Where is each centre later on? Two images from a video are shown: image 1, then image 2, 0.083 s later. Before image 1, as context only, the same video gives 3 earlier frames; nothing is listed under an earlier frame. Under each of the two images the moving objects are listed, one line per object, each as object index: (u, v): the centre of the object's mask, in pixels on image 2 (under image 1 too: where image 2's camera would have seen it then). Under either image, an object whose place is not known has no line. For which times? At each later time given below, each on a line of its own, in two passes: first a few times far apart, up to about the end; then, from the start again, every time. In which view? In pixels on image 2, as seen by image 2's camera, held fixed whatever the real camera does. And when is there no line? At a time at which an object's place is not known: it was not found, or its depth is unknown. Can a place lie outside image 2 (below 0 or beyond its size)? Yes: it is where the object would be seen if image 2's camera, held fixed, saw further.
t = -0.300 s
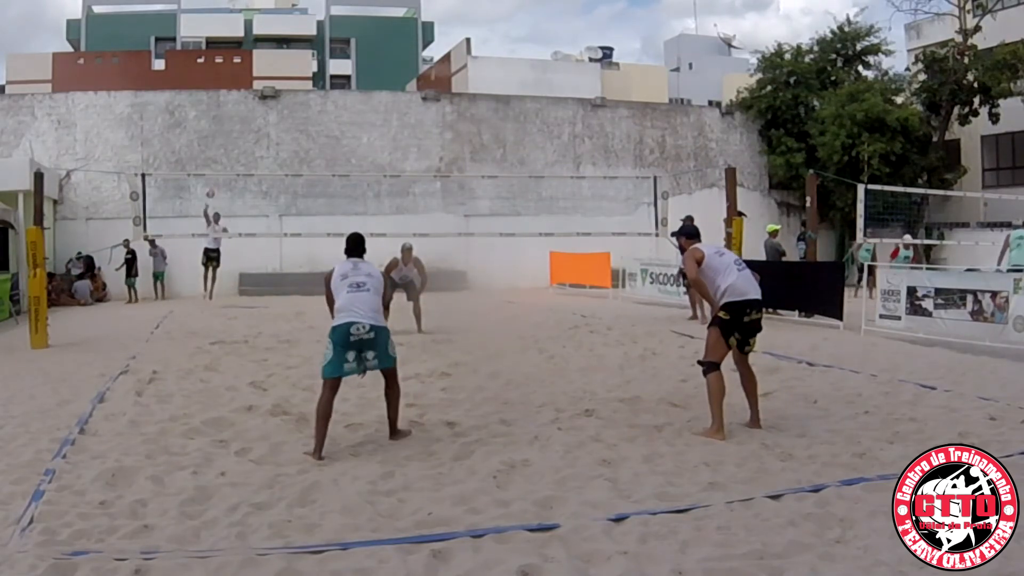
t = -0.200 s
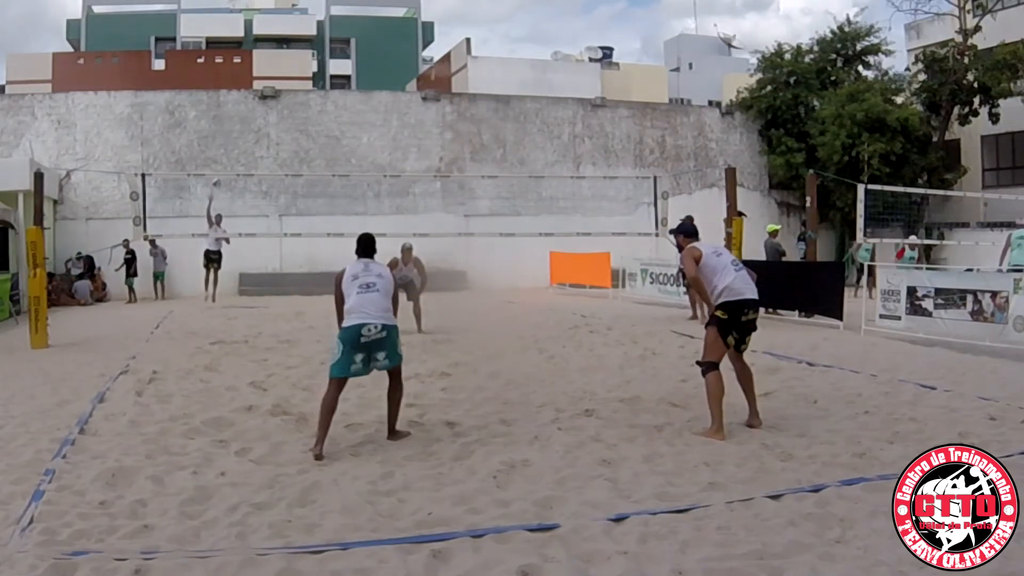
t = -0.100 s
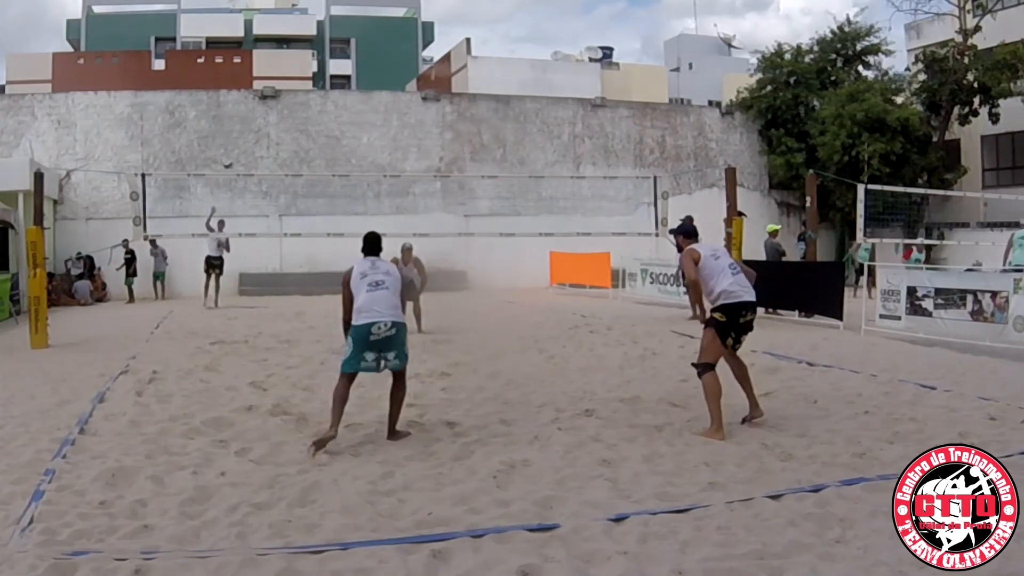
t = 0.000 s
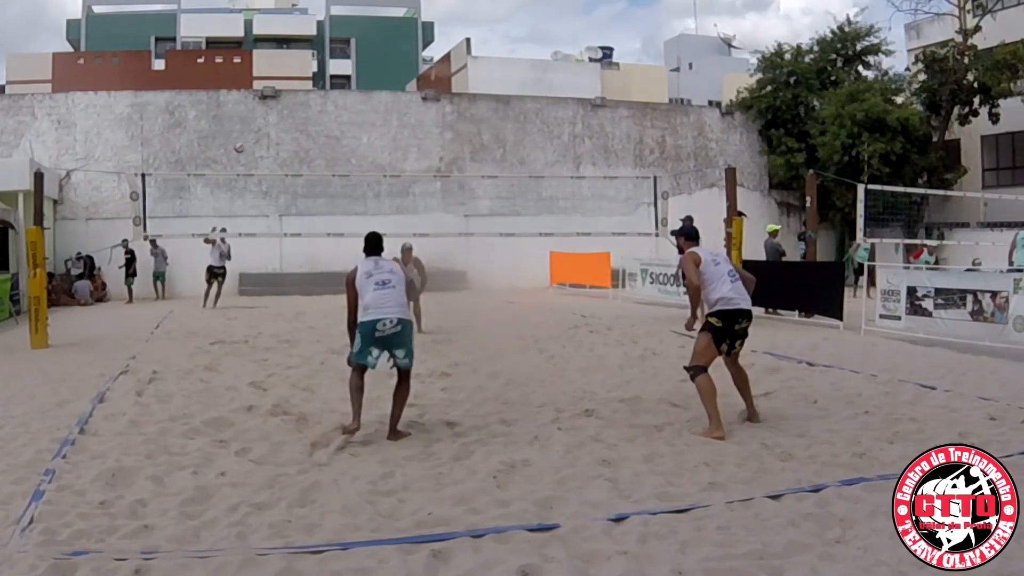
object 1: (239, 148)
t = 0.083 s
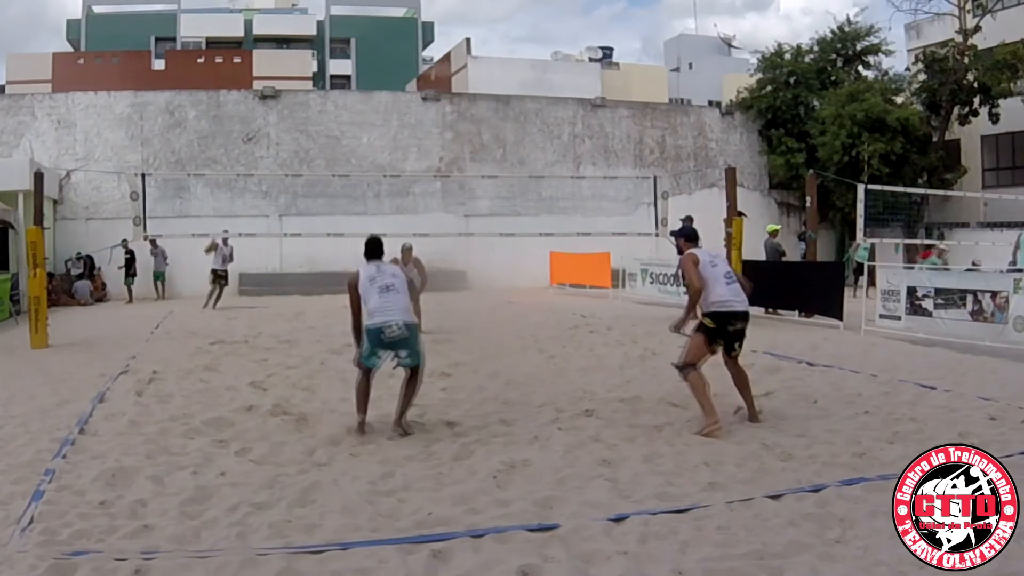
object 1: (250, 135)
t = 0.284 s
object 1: (274, 120)
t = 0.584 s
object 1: (325, 144)
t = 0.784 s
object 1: (372, 206)
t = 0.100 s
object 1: (251, 135)
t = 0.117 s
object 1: (253, 133)
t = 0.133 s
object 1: (255, 132)
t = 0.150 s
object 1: (257, 130)
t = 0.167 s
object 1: (259, 129)
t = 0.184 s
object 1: (261, 126)
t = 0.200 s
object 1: (263, 126)
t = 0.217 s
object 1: (265, 124)
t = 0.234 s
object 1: (268, 123)
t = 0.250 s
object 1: (270, 123)
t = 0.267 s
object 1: (272, 121)
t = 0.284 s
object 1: (274, 120)
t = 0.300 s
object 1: (277, 120)
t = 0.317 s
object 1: (280, 120)
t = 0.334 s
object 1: (282, 119)
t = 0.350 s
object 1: (285, 119)
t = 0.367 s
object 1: (288, 120)
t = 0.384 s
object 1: (290, 120)
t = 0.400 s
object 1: (293, 122)
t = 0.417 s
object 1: (296, 123)
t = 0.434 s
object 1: (298, 124)
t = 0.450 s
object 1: (301, 125)
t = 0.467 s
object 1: (304, 127)
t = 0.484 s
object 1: (307, 129)
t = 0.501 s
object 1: (310, 131)
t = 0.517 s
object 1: (313, 133)
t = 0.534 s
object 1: (316, 135)
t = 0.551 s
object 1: (319, 138)
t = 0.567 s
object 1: (322, 140)
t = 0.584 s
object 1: (325, 144)
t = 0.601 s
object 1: (329, 147)
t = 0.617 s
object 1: (332, 151)
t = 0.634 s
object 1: (335, 154)
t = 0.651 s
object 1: (340, 160)
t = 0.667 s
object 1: (343, 163)
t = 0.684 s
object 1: (347, 168)
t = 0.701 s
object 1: (351, 173)
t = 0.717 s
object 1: (355, 179)
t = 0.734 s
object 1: (359, 185)
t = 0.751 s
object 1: (363, 192)
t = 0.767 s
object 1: (367, 198)
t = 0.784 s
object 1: (372, 206)
